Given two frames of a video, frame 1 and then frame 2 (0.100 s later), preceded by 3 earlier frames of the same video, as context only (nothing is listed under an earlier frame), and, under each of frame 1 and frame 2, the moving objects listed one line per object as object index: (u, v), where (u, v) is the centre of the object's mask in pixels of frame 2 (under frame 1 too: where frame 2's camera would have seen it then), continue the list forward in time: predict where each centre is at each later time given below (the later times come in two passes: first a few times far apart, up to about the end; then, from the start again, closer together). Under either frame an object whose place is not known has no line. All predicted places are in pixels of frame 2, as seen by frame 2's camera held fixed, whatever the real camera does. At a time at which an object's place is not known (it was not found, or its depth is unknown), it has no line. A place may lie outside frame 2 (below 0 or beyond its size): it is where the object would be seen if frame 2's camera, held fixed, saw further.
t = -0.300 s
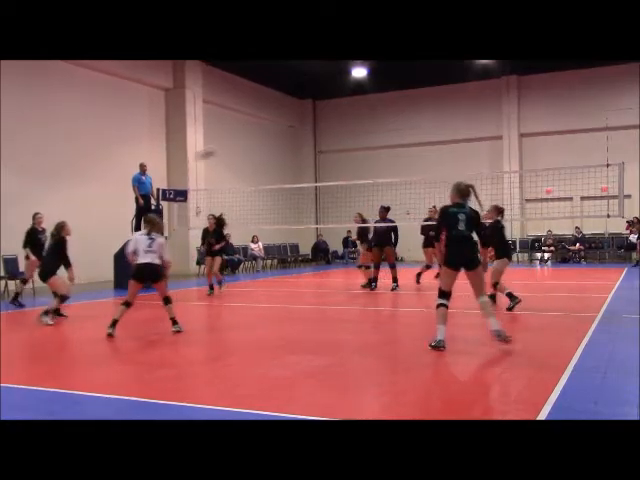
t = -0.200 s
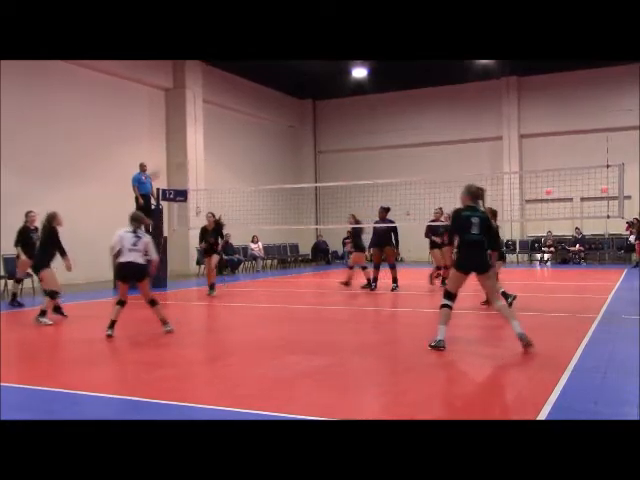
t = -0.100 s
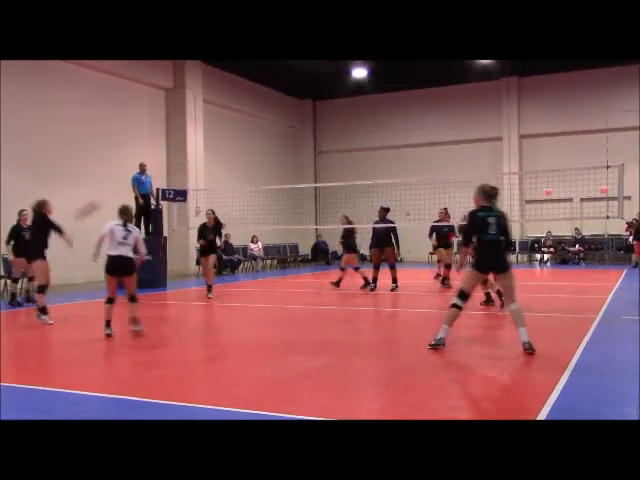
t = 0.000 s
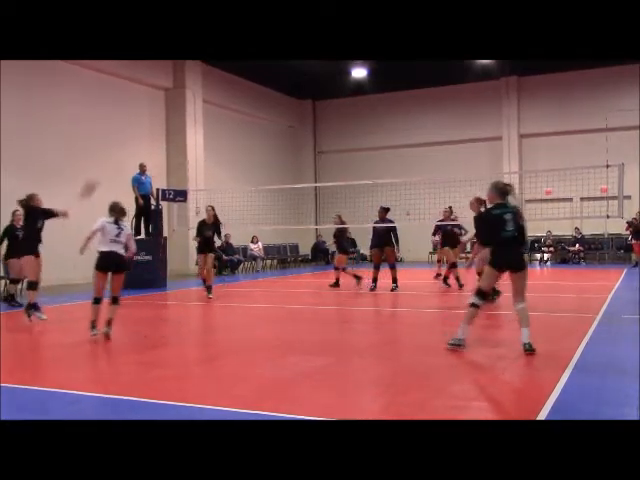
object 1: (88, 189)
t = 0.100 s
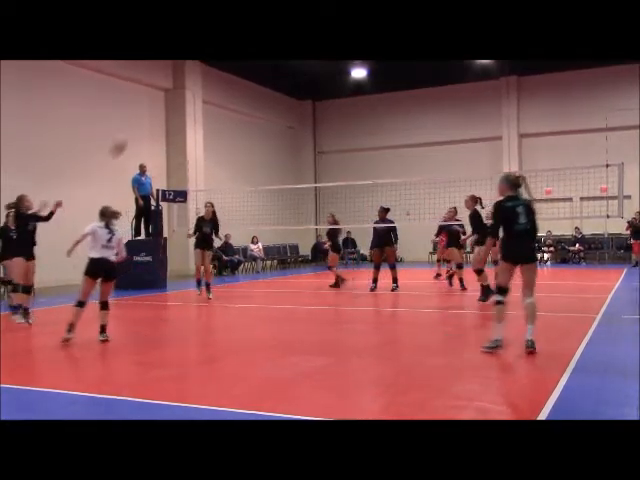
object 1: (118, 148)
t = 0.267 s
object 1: (165, 94)
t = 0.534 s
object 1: (233, 64)
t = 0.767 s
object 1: (284, 68)
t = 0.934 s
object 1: (317, 89)
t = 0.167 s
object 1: (137, 125)
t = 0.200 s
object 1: (147, 116)
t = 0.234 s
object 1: (157, 105)
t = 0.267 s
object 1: (165, 94)
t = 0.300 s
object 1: (174, 86)
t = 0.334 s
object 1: (182, 82)
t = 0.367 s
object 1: (193, 76)
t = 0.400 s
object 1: (202, 70)
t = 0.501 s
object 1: (226, 65)
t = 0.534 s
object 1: (233, 64)
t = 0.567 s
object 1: (242, 63)
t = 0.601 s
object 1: (249, 63)
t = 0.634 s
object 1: (256, 63)
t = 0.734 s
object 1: (278, 66)
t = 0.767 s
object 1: (284, 68)
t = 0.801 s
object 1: (291, 71)
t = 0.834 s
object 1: (298, 75)
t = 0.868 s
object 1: (305, 79)
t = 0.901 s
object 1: (311, 84)
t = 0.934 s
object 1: (317, 89)
